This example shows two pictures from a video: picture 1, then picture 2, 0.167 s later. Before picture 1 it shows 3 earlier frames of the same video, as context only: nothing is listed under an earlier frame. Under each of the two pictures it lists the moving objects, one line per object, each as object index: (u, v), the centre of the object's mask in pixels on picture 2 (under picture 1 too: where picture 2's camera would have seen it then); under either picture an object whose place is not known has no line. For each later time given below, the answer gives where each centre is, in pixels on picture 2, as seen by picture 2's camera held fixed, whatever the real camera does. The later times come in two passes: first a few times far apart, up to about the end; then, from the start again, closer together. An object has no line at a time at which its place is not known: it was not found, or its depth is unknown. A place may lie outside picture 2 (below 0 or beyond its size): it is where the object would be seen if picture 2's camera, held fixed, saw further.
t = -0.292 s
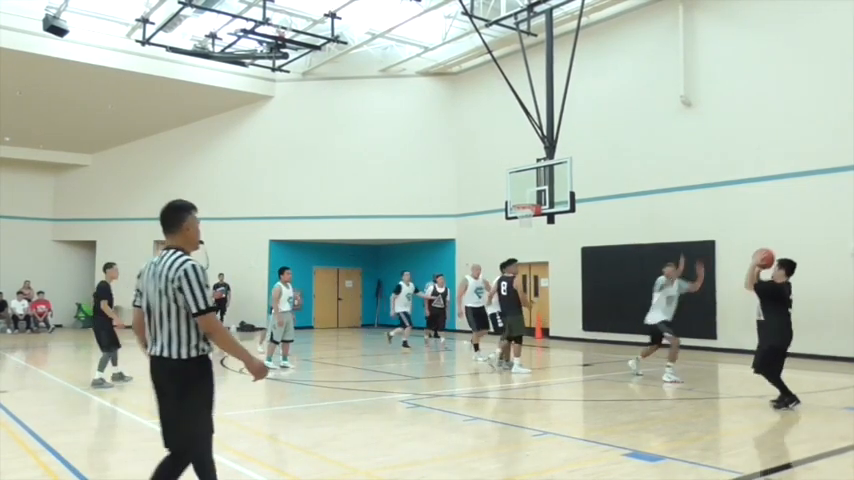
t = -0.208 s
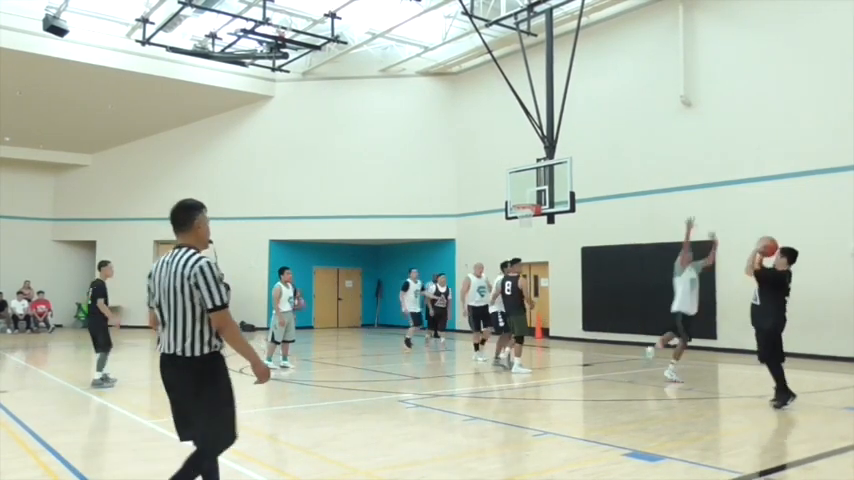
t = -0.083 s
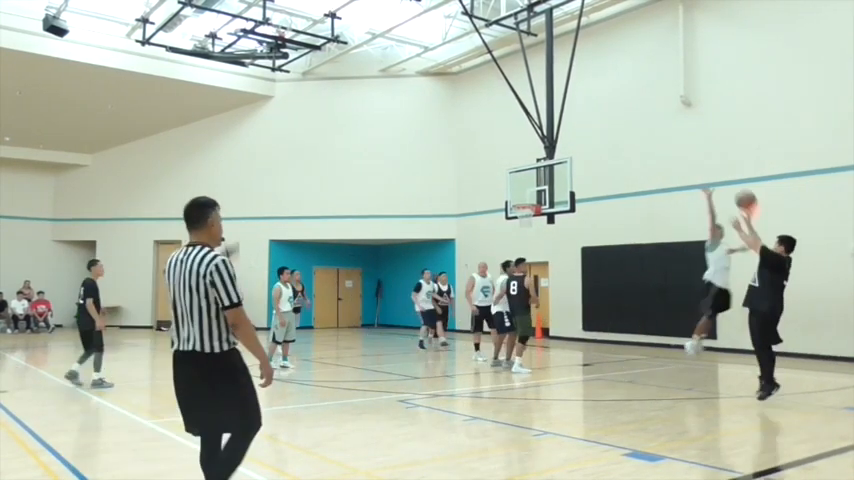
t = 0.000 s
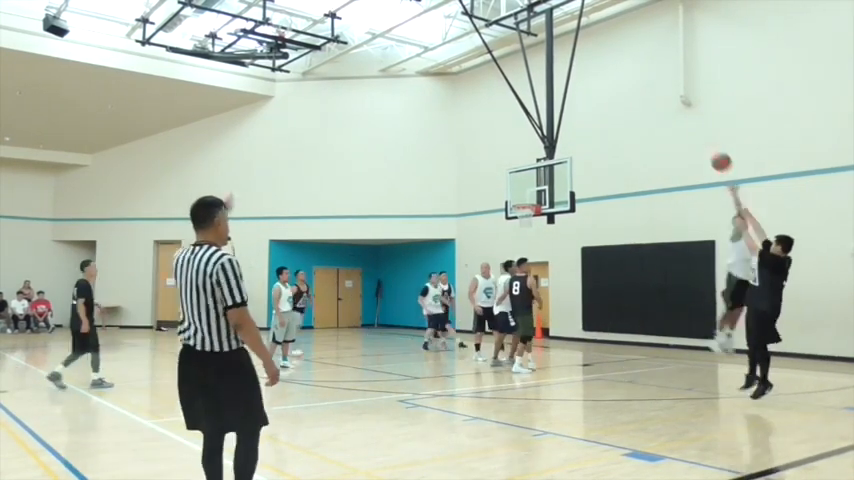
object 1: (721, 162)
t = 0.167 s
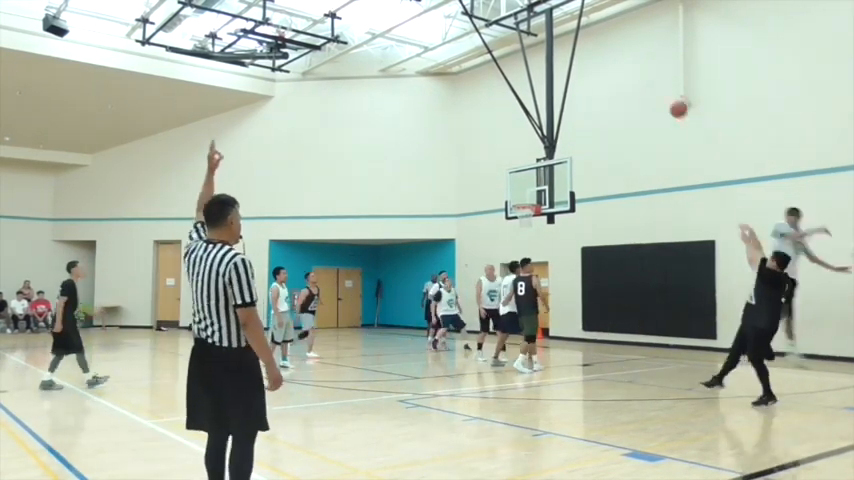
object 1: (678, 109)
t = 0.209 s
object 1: (671, 102)
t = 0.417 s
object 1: (628, 77)
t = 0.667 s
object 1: (589, 86)
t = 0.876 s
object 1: (564, 115)
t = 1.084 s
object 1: (542, 163)
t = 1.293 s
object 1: (524, 213)
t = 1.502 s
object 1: (516, 219)
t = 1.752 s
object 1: (516, 248)
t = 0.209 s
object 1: (671, 102)
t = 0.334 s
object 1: (643, 83)
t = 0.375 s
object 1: (637, 80)
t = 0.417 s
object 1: (628, 77)
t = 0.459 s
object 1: (622, 76)
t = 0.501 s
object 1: (614, 76)
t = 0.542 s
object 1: (609, 77)
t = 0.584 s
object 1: (601, 79)
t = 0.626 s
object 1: (596, 81)
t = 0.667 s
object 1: (589, 86)
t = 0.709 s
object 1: (585, 89)
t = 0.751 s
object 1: (579, 96)
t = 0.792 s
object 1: (574, 101)
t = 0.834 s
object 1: (568, 109)
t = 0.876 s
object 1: (564, 115)
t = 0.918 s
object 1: (559, 124)
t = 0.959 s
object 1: (556, 131)
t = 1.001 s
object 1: (549, 147)
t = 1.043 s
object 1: (547, 152)
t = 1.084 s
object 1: (542, 163)
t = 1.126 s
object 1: (538, 172)
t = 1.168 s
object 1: (533, 187)
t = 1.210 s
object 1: (530, 197)
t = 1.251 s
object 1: (526, 208)
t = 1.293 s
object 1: (524, 213)
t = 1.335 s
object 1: (519, 216)
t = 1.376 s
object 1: (517, 215)
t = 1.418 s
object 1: (517, 215)
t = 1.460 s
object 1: (517, 216)
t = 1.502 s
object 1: (516, 219)
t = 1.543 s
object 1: (516, 221)
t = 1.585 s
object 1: (516, 225)
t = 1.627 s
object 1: (516, 228)
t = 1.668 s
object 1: (517, 234)
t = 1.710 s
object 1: (517, 239)
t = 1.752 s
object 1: (516, 248)
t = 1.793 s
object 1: (517, 254)
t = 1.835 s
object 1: (516, 265)
